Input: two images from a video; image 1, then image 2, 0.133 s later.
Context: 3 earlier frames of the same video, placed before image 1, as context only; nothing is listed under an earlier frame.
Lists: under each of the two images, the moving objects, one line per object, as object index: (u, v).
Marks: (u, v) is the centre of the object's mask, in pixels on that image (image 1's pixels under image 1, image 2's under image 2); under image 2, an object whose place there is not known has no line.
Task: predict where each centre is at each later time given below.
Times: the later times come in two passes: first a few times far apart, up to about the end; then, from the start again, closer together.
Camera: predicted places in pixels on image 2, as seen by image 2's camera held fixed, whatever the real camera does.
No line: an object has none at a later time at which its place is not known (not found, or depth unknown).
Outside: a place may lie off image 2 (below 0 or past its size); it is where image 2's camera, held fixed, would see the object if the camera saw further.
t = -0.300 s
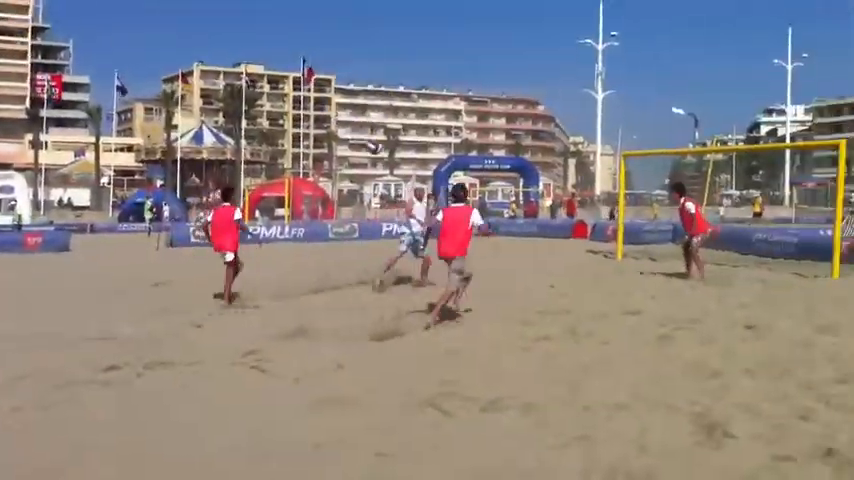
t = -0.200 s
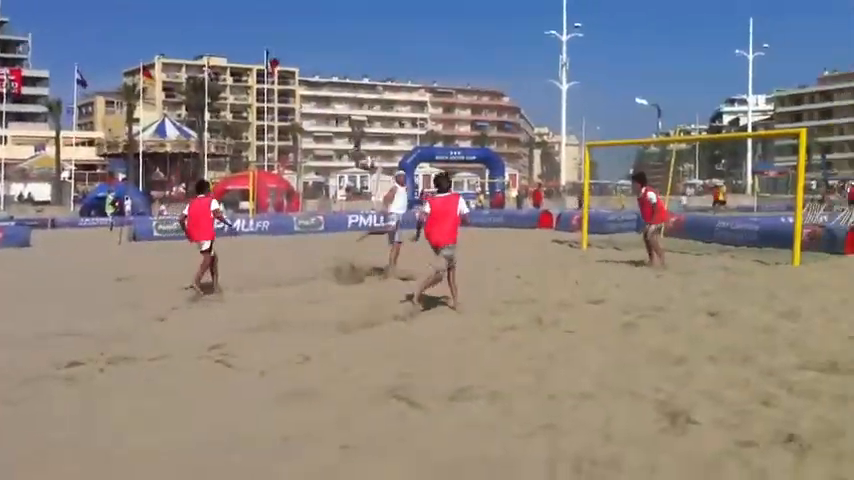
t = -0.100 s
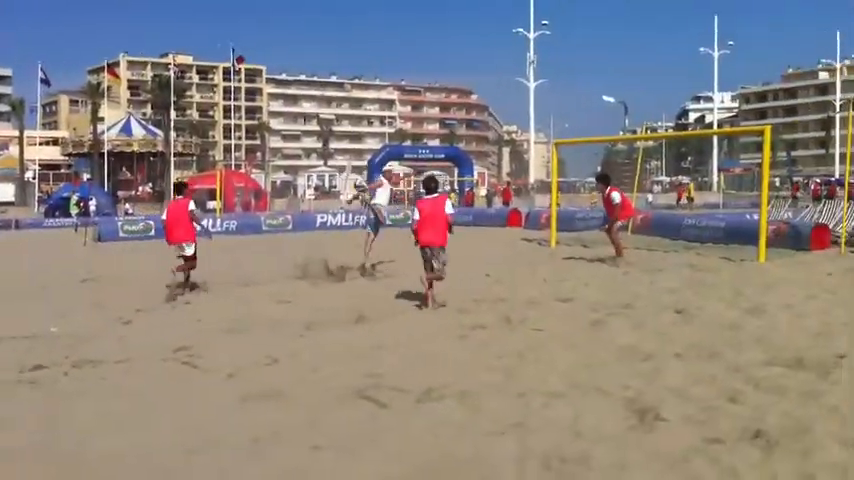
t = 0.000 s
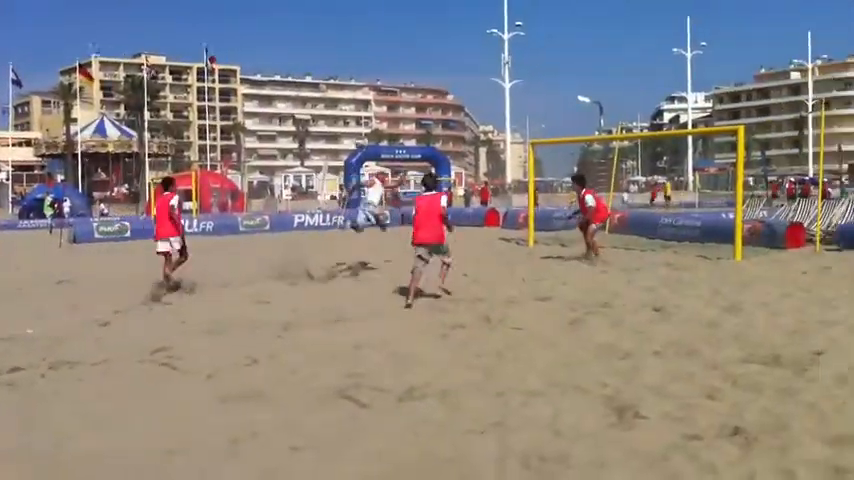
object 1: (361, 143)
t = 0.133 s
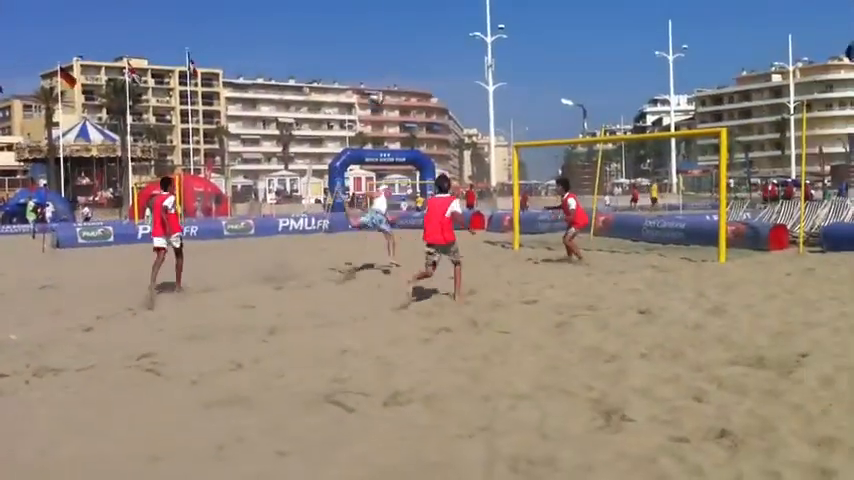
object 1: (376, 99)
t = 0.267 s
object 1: (406, 62)
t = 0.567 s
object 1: (469, 20)
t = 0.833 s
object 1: (524, 26)
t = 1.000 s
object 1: (558, 51)
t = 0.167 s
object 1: (383, 87)
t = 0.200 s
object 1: (391, 80)
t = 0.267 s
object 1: (406, 62)
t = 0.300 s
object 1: (412, 54)
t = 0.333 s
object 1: (421, 48)
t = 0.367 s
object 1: (427, 42)
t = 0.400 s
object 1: (436, 36)
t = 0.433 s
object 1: (441, 31)
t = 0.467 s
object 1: (450, 28)
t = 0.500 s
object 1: (455, 25)
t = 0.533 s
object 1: (462, 22)
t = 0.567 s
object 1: (469, 20)
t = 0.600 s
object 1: (477, 19)
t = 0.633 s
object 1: (483, 19)
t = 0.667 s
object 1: (490, 18)
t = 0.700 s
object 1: (497, 18)
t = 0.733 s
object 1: (504, 20)
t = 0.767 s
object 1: (511, 22)
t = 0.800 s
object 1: (518, 24)
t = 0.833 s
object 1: (524, 26)
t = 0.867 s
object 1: (532, 31)
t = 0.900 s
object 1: (537, 35)
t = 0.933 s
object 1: (544, 40)
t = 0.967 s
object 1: (552, 45)
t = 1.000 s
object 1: (558, 51)
